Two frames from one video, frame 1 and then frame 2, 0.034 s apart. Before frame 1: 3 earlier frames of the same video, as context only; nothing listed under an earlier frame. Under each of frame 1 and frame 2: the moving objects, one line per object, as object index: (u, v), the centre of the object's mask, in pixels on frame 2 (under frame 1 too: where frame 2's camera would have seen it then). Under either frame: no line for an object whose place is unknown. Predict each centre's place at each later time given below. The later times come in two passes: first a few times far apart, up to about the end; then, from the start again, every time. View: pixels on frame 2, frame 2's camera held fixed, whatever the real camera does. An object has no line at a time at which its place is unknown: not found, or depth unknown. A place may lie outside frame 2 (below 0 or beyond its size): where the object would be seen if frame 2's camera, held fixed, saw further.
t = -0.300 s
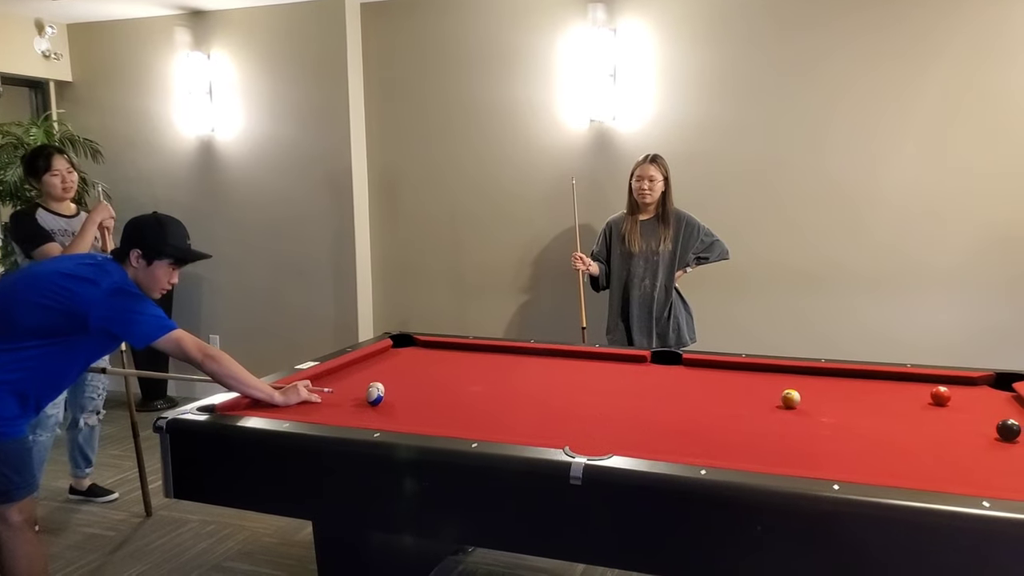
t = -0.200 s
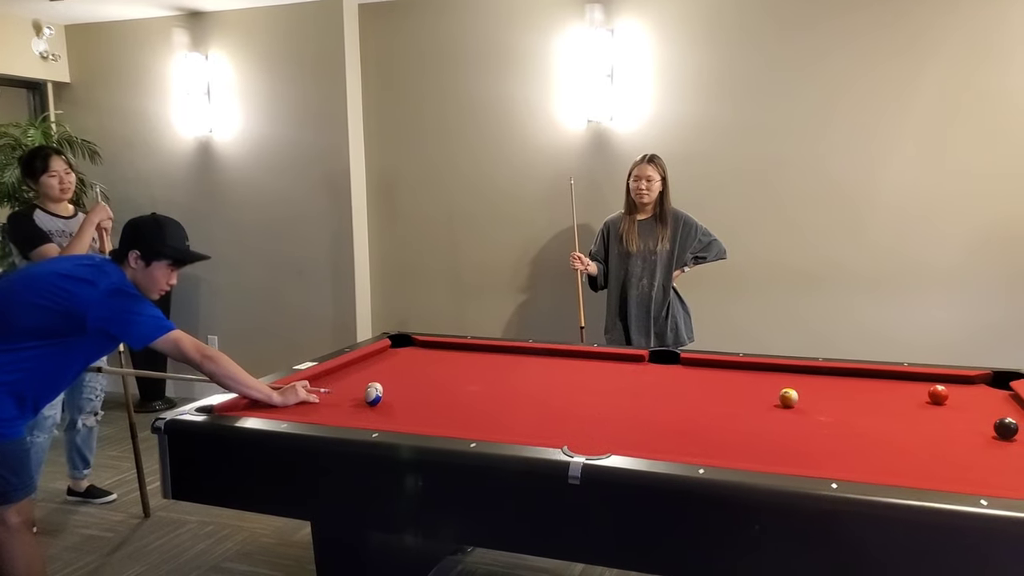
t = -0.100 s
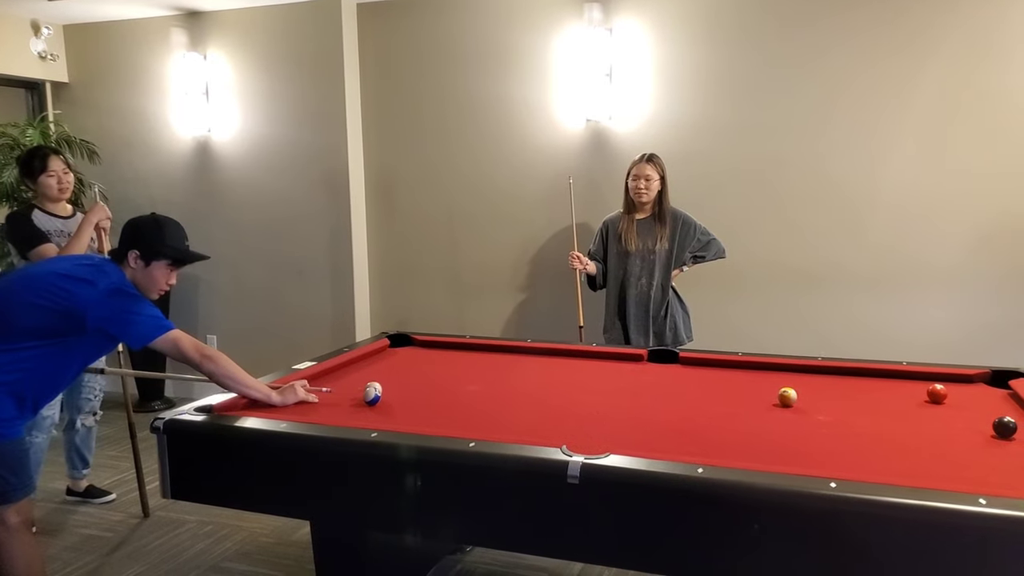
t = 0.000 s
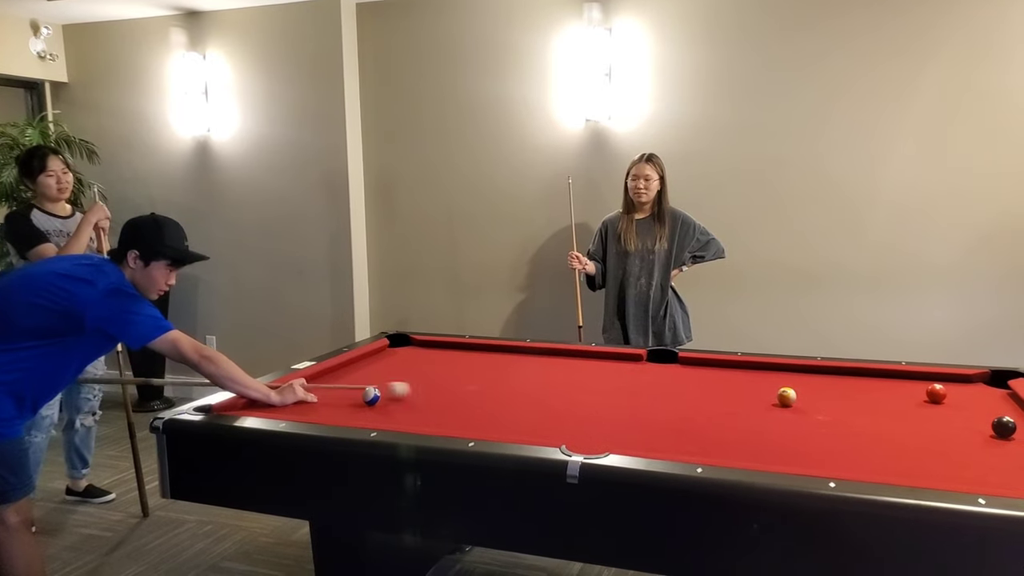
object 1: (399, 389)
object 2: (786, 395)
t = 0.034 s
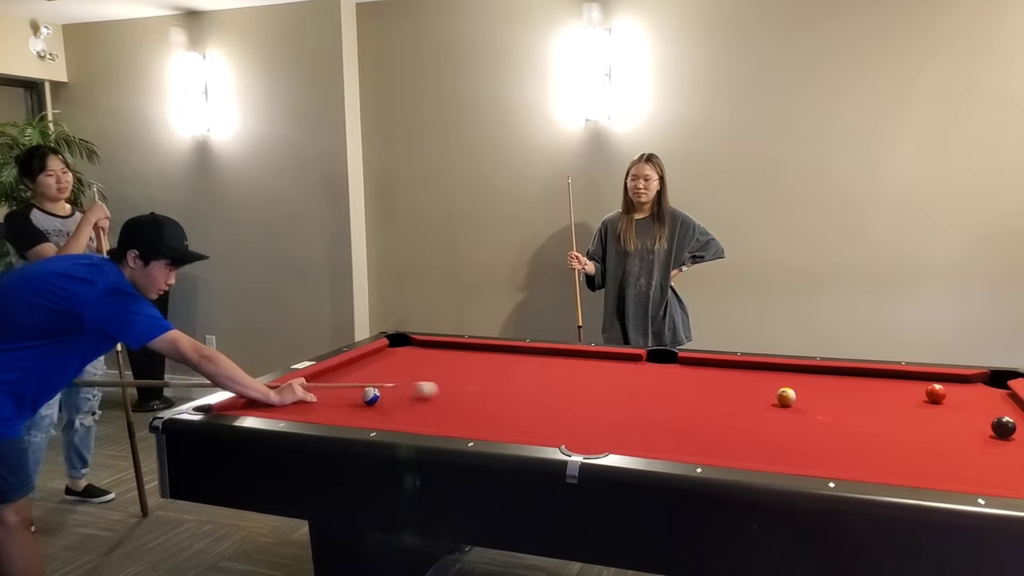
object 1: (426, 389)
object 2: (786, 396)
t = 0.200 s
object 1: (548, 390)
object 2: (786, 396)
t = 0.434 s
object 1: (699, 391)
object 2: (786, 396)
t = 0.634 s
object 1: (825, 389)
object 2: (790, 398)
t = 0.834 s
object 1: (942, 382)
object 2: (798, 401)
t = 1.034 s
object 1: (956, 376)
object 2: (806, 405)
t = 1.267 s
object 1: (907, 380)
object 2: (816, 409)
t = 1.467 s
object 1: (867, 383)
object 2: (823, 412)
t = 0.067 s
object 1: (453, 389)
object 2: (786, 395)
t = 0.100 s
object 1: (478, 389)
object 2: (786, 396)
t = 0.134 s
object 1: (502, 389)
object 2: (786, 396)
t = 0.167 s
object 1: (526, 390)
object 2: (786, 396)
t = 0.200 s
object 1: (548, 390)
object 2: (786, 396)
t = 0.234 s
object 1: (569, 390)
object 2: (786, 396)
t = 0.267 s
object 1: (591, 390)
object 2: (786, 396)
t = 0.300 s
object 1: (612, 390)
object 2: (786, 396)
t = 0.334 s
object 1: (634, 390)
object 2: (786, 396)
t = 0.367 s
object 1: (655, 390)
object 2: (786, 396)
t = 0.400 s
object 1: (678, 391)
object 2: (786, 396)
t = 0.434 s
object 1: (699, 391)
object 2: (786, 396)
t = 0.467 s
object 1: (721, 391)
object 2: (786, 396)
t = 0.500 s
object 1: (742, 392)
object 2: (786, 396)
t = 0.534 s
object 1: (764, 392)
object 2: (787, 396)
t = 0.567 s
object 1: (783, 387)
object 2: (787, 397)
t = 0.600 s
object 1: (806, 390)
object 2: (788, 397)
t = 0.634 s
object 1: (825, 389)
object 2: (790, 398)
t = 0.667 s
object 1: (844, 389)
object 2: (791, 398)
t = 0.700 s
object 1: (864, 388)
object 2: (793, 399)
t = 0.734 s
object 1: (883, 388)
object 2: (794, 399)
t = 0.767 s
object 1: (902, 387)
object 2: (796, 400)
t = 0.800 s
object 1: (920, 385)
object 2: (797, 400)
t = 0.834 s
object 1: (942, 382)
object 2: (798, 401)
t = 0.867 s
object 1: (960, 384)
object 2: (800, 402)
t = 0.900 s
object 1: (979, 384)
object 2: (801, 402)
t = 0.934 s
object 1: (996, 383)
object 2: (802, 403)
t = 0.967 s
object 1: (983, 380)
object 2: (803, 404)
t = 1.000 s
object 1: (969, 378)
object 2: (805, 404)
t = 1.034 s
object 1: (956, 376)
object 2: (806, 405)
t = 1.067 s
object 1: (949, 377)
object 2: (808, 405)
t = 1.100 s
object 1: (942, 377)
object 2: (809, 406)
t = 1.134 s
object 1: (935, 377)
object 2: (811, 406)
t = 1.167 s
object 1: (928, 377)
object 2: (812, 407)
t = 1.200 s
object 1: (921, 379)
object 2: (814, 407)
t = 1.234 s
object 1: (914, 379)
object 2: (815, 408)
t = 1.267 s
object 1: (907, 380)
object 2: (816, 409)
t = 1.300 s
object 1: (900, 380)
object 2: (817, 409)
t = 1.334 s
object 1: (894, 380)
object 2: (818, 409)
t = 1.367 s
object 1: (887, 381)
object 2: (819, 410)
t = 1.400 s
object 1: (880, 382)
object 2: (820, 410)
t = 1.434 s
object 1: (873, 382)
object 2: (822, 411)
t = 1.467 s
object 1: (867, 383)
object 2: (823, 412)
